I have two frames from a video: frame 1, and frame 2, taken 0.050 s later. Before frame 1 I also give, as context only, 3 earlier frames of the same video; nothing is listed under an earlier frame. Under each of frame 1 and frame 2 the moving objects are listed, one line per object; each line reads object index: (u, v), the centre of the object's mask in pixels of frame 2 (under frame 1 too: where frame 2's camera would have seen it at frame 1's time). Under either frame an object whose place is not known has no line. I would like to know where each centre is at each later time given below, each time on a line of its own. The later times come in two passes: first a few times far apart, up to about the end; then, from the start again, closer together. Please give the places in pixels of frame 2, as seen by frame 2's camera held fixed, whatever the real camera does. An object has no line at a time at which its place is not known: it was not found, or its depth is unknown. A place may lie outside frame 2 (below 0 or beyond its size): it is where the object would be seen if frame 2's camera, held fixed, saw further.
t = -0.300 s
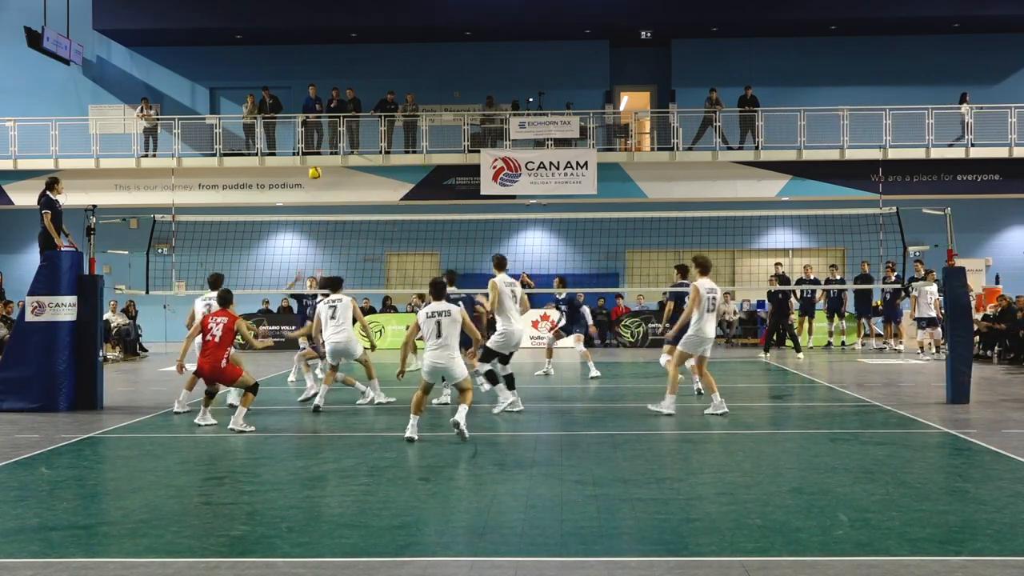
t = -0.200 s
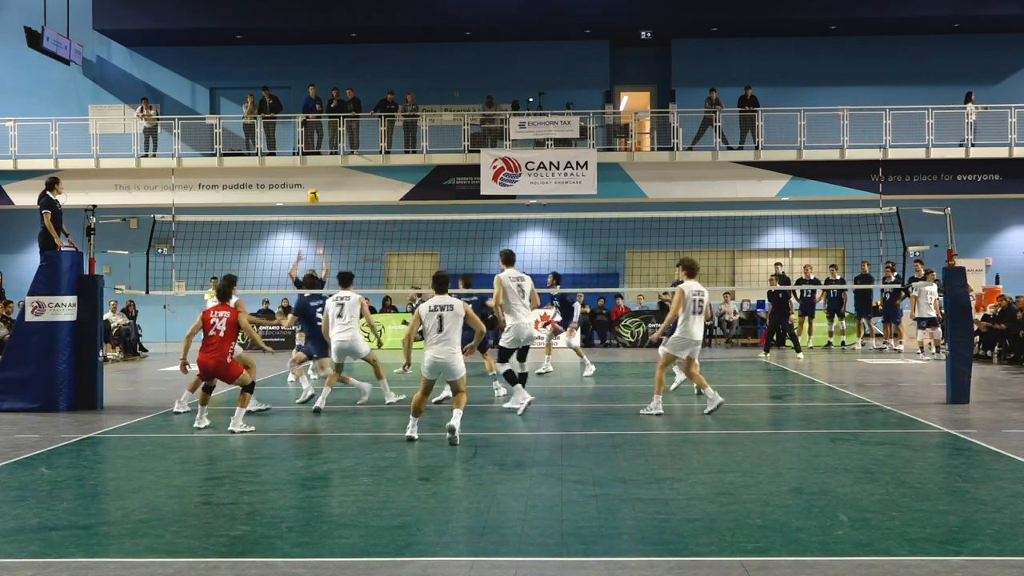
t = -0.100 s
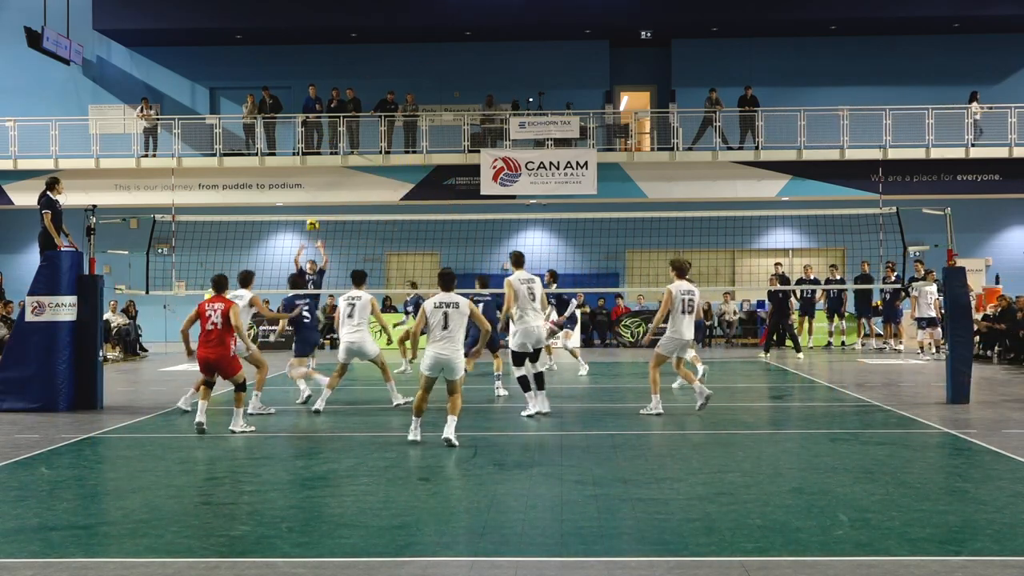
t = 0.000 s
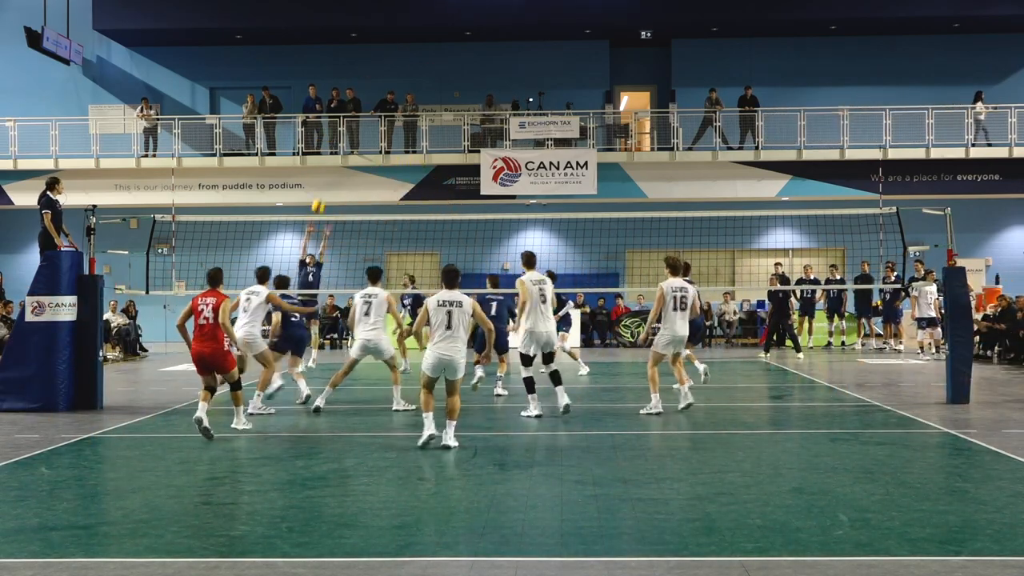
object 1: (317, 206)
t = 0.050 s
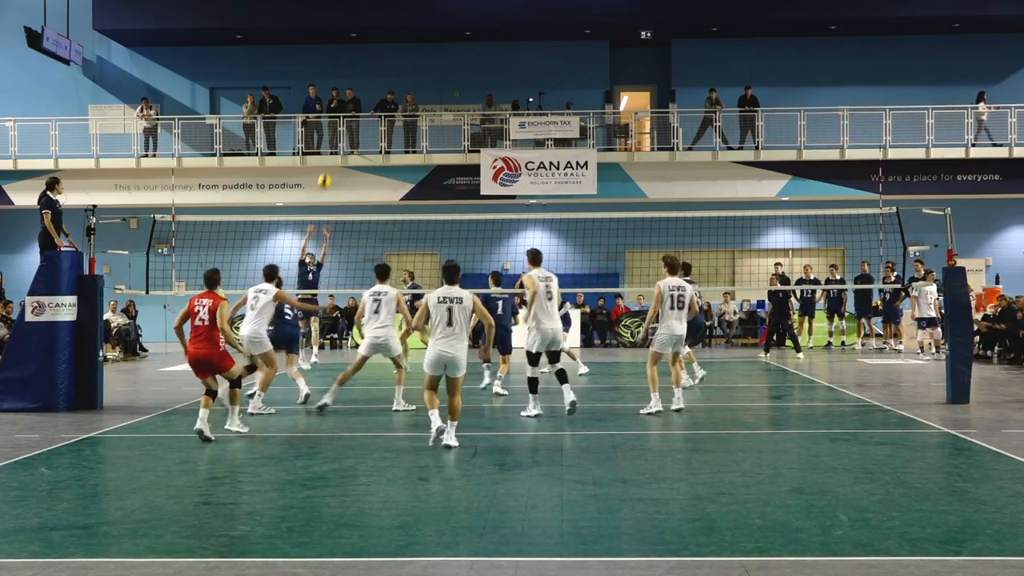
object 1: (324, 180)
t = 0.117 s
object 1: (332, 149)
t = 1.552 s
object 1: (521, 118)
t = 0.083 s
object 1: (327, 165)
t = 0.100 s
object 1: (329, 157)
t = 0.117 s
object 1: (332, 149)
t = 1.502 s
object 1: (514, 98)
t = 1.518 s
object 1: (516, 104)
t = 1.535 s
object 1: (519, 110)
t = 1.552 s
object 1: (521, 118)
